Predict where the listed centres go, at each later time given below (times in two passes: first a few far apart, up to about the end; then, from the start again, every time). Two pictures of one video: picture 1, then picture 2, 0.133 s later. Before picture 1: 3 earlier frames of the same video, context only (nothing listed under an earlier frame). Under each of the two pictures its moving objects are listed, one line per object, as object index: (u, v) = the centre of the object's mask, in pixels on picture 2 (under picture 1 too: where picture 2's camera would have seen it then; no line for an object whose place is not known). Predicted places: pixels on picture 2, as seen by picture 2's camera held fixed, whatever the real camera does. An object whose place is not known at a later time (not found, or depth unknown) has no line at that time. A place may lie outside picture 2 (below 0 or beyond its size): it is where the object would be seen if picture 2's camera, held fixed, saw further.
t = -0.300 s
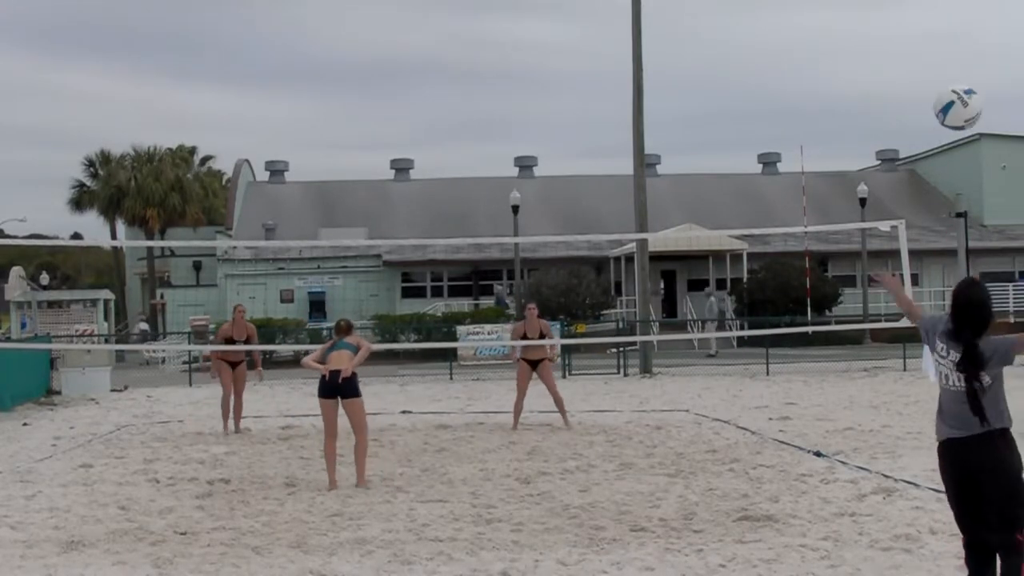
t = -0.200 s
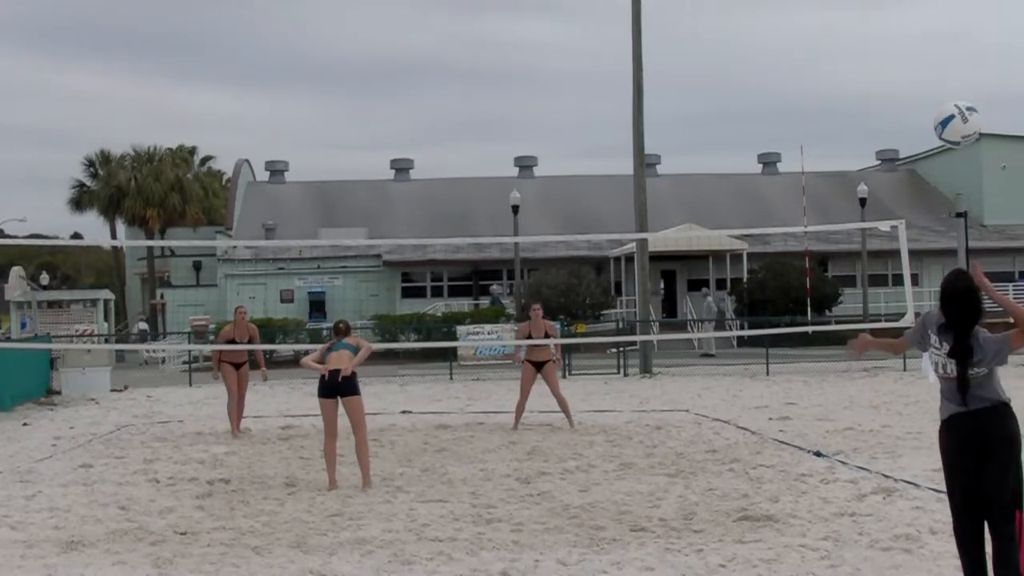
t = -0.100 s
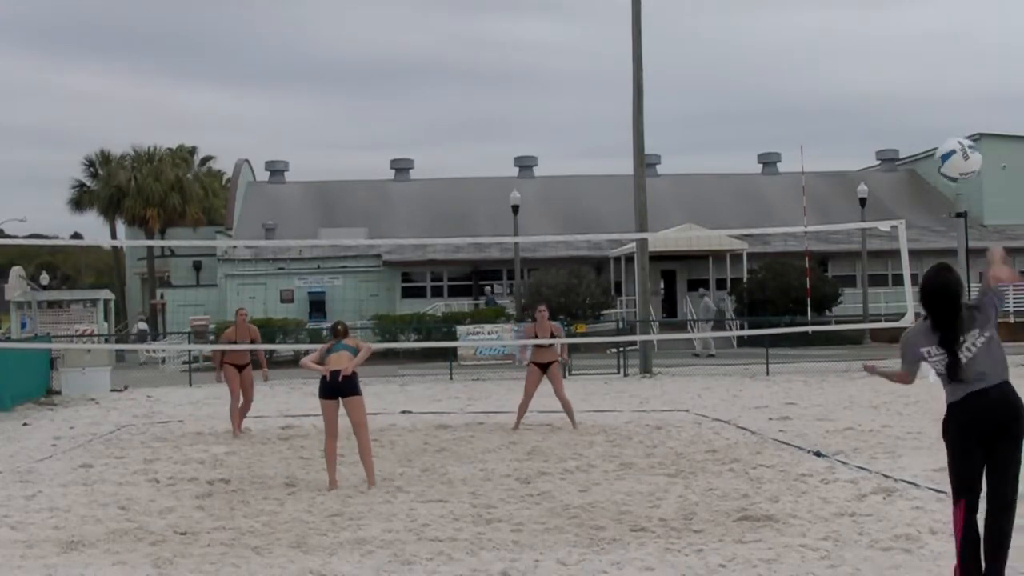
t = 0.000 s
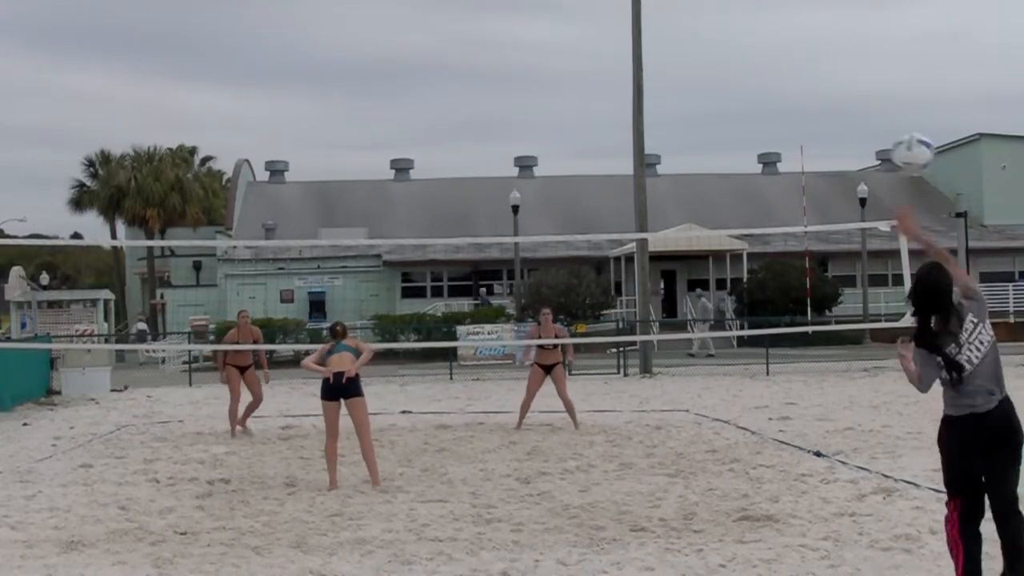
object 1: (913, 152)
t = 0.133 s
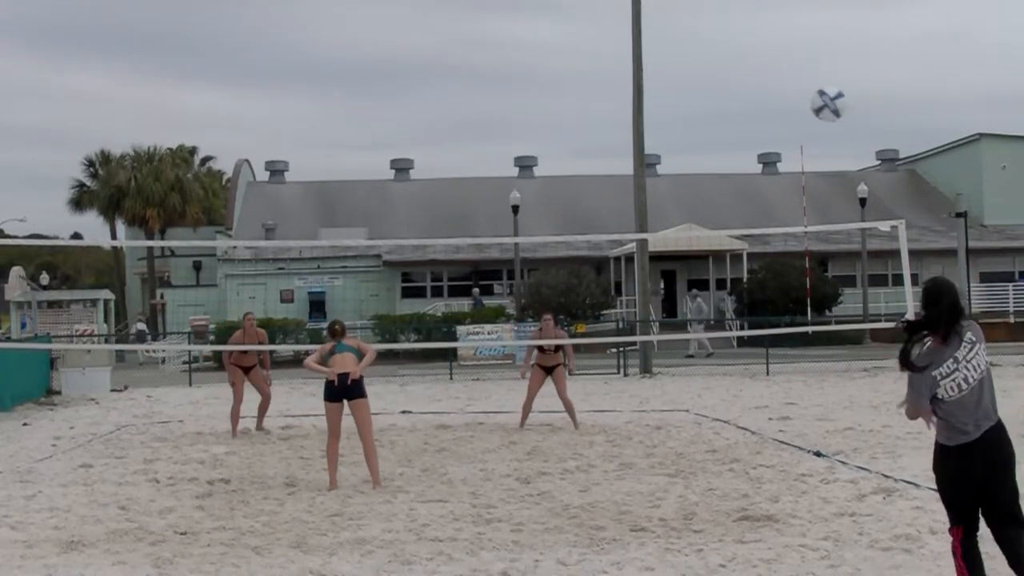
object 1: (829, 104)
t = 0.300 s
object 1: (764, 91)
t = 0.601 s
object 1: (711, 142)
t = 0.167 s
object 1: (813, 98)
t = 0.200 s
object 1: (799, 94)
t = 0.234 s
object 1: (786, 91)
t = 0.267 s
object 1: (775, 91)
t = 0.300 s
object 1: (764, 91)
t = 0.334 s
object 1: (755, 93)
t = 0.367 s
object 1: (747, 96)
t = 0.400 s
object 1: (739, 99)
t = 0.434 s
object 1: (733, 104)
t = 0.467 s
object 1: (728, 111)
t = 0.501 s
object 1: (722, 118)
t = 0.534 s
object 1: (719, 126)
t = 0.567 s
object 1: (715, 134)
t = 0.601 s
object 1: (711, 142)
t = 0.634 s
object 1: (708, 152)
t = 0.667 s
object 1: (706, 163)
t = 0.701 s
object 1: (704, 175)
